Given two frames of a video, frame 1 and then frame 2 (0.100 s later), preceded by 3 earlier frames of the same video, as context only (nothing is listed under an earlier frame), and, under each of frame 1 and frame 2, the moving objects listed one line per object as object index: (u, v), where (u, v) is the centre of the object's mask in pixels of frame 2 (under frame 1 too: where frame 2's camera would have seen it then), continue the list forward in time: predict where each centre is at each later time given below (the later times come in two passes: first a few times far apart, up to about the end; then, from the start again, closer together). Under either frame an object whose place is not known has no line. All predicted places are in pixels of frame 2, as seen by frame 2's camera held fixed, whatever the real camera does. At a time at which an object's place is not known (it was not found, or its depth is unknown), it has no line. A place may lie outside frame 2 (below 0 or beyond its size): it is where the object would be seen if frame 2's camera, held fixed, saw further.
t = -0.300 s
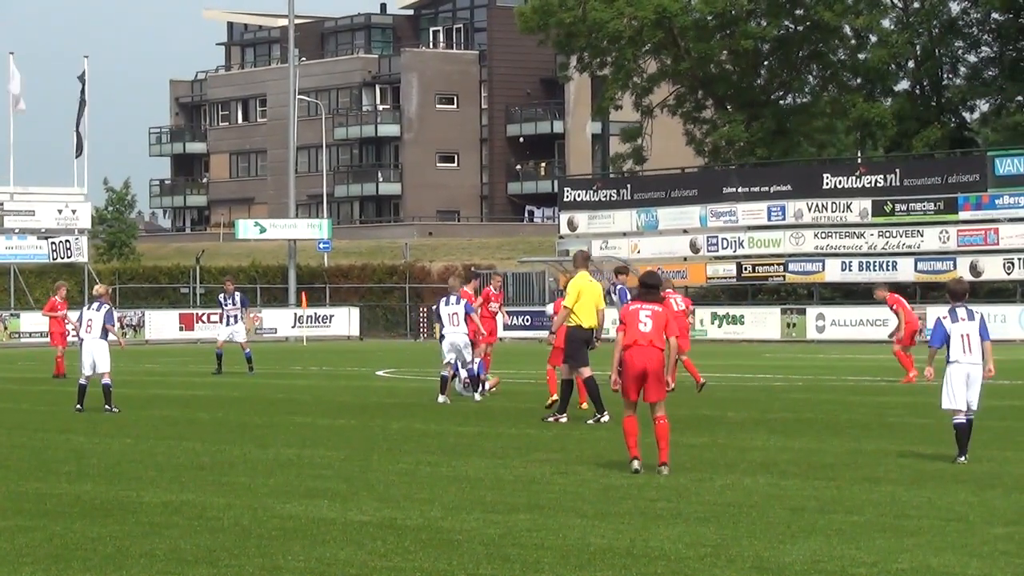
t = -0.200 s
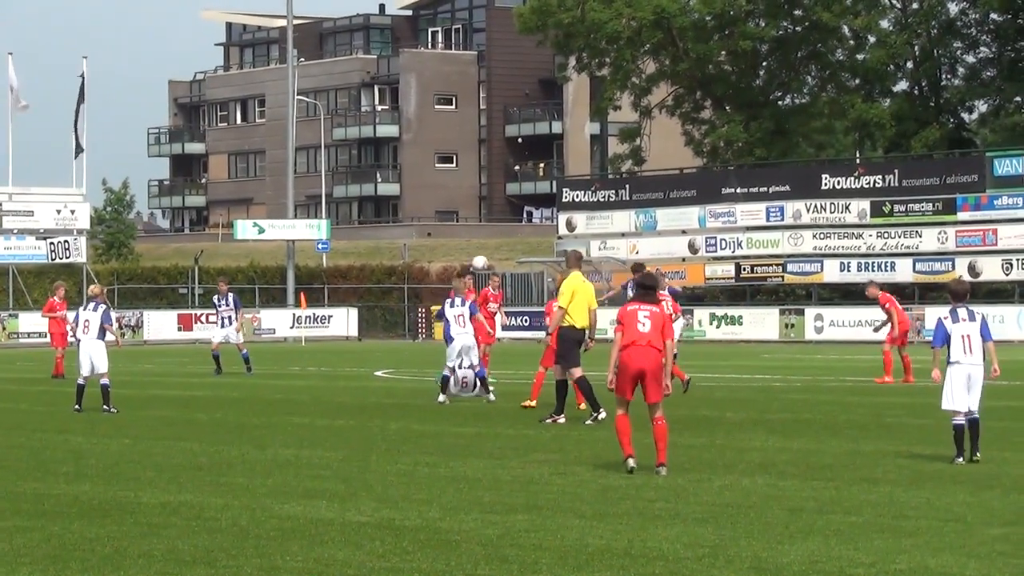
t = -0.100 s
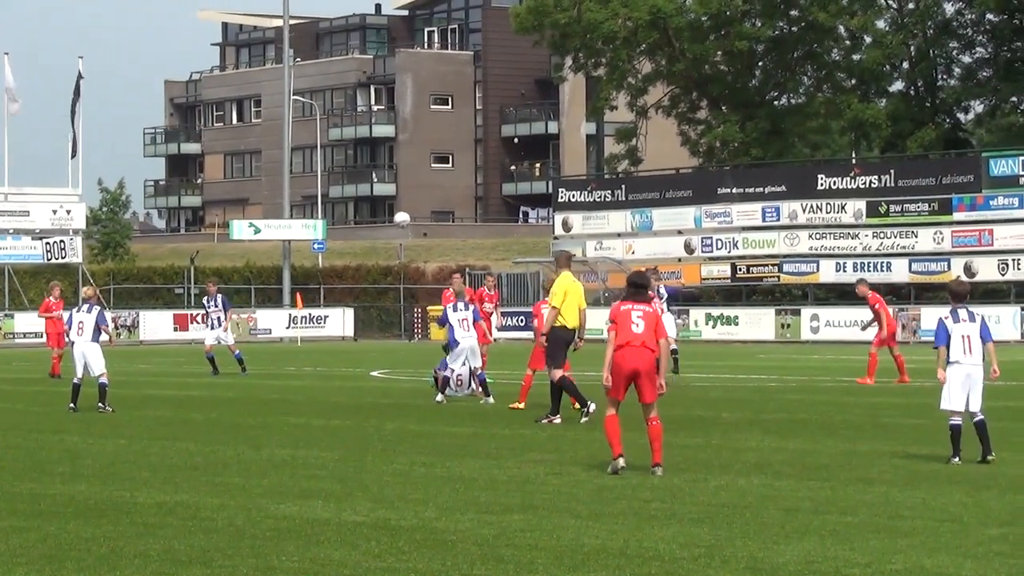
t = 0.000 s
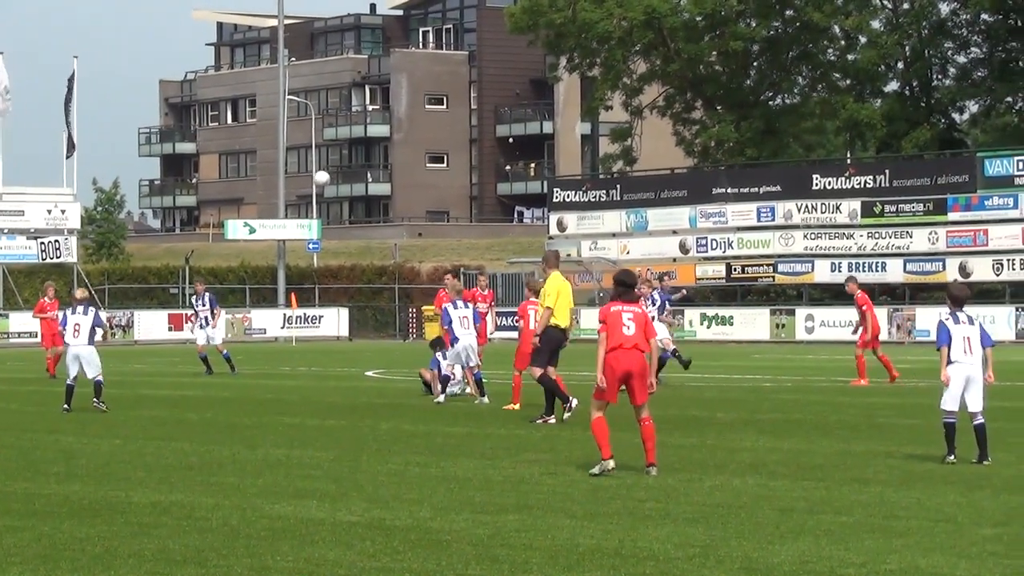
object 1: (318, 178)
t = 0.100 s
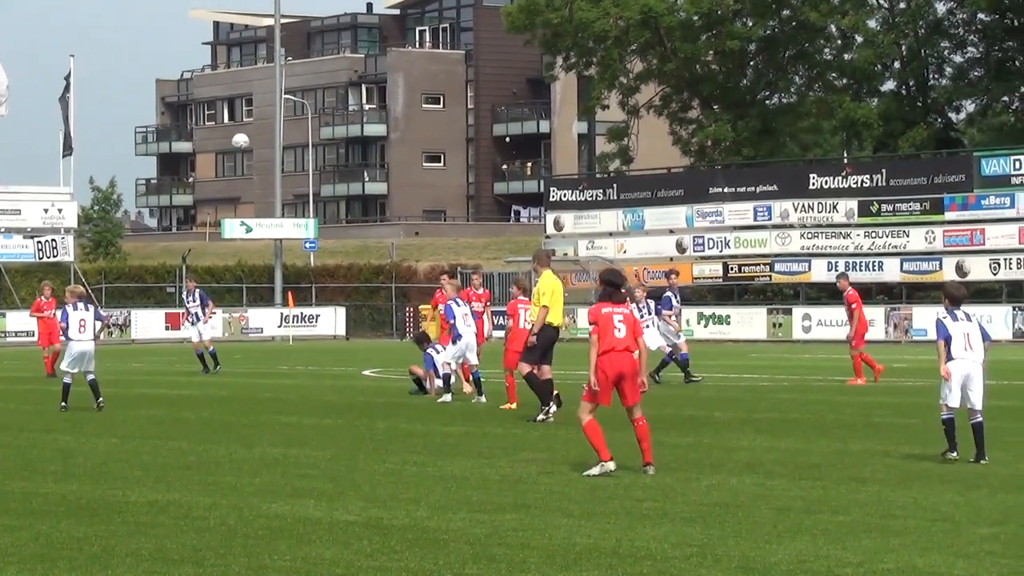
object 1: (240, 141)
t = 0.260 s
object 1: (109, 93)
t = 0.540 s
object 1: (-166, 23)
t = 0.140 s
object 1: (208, 128)
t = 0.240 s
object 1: (126, 99)
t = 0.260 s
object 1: (109, 93)
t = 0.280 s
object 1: (92, 86)
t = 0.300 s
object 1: (74, 81)
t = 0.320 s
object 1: (57, 75)
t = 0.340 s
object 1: (37, 69)
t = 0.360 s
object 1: (18, 64)
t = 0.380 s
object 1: (-2, 57)
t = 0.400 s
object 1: (-22, 52)
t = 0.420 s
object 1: (-43, 48)
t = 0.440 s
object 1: (-64, 43)
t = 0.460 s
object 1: (-85, 38)
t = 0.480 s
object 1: (-105, 34)
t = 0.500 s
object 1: (-125, 30)
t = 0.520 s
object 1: (-145, 26)
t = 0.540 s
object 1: (-166, 23)
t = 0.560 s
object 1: (-186, 19)
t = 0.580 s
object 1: (-207, 16)
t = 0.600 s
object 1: (-227, 13)
